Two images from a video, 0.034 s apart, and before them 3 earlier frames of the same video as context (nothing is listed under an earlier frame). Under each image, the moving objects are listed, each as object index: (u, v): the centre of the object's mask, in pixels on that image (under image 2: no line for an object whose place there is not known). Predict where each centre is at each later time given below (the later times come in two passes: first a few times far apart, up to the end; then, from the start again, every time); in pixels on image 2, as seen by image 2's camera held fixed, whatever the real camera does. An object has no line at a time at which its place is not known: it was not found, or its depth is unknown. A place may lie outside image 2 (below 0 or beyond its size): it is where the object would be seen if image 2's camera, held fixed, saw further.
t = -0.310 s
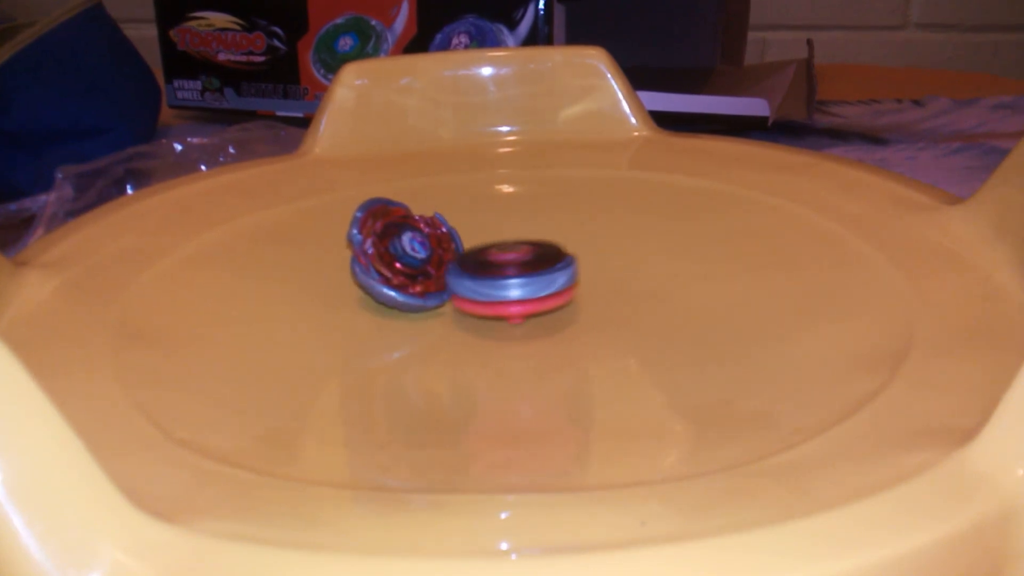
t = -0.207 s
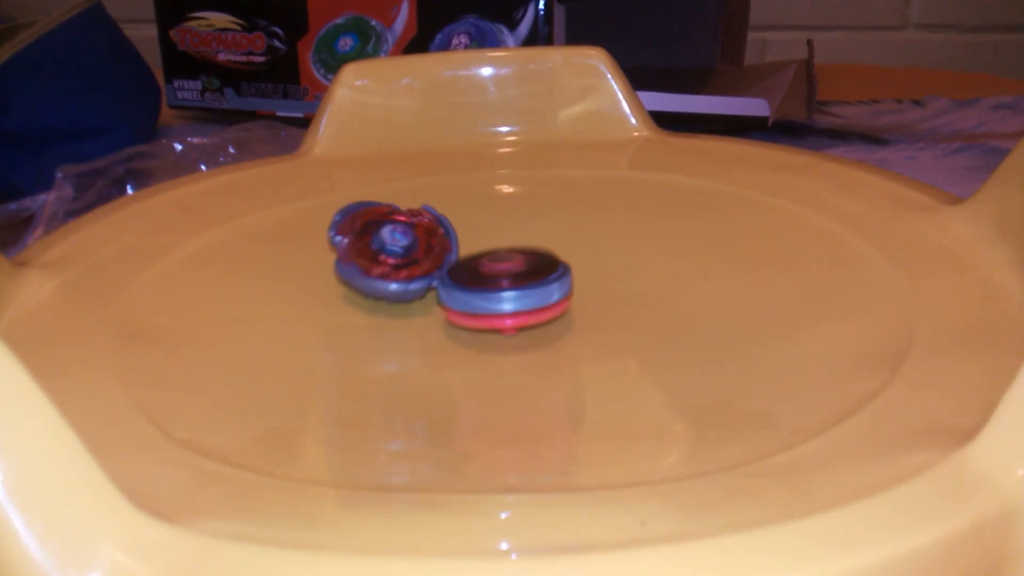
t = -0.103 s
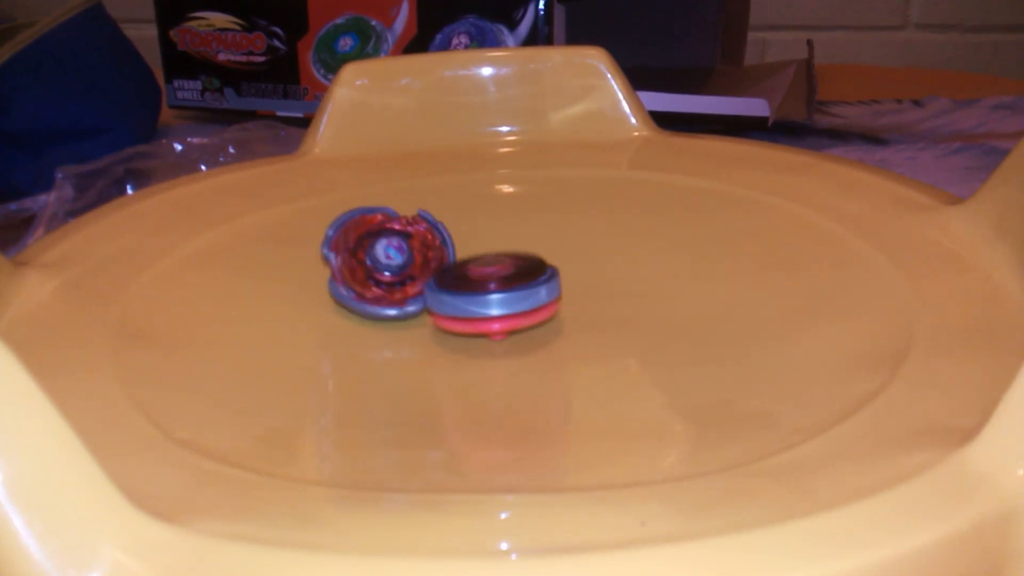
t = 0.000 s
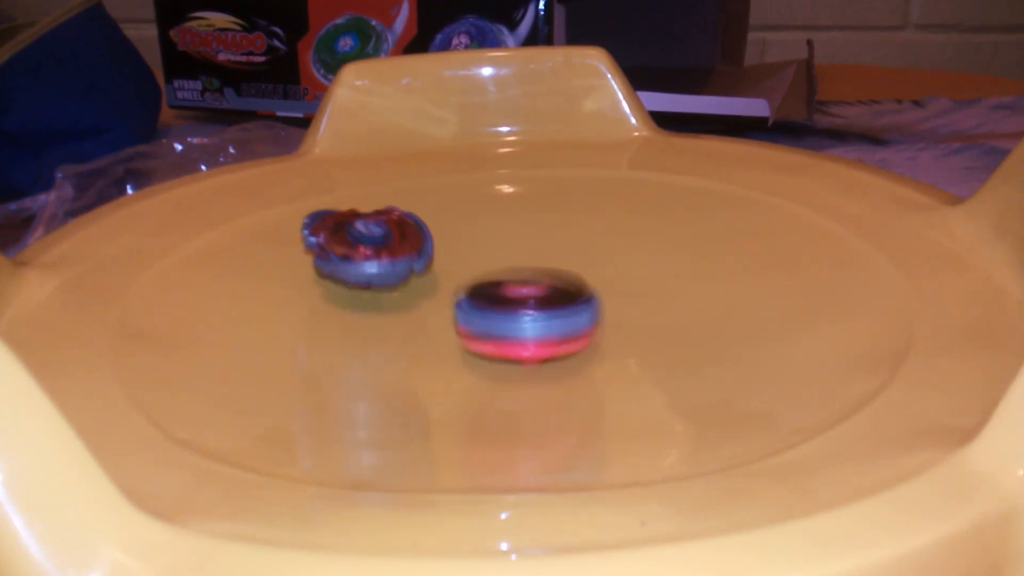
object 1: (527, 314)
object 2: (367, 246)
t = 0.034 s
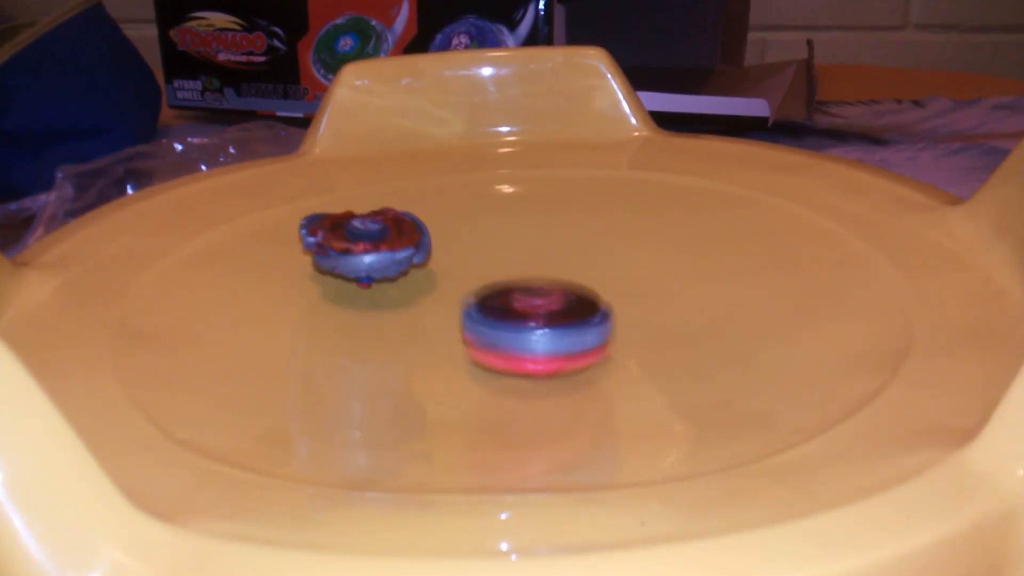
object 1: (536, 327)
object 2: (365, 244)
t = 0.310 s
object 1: (534, 346)
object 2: (394, 276)
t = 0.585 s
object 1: (531, 334)
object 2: (398, 280)
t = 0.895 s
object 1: (540, 311)
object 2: (399, 280)
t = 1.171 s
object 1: (547, 306)
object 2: (398, 281)
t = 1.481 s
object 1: (532, 307)
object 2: (398, 281)
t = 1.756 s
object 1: (526, 319)
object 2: (395, 264)
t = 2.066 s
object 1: (523, 325)
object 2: (385, 279)
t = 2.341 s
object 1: (517, 340)
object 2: (420, 280)
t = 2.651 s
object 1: (513, 349)
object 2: (419, 264)
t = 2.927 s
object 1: (524, 347)
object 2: (440, 262)
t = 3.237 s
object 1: (556, 329)
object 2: (415, 284)
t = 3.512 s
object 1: (552, 324)
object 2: (428, 284)
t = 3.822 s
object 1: (544, 310)
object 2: (439, 277)
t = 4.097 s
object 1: (563, 323)
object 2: (443, 284)
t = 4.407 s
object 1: (454, 340)
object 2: (454, 266)
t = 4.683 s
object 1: (416, 331)
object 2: (472, 267)
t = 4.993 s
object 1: (437, 344)
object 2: (463, 260)
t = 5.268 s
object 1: (469, 349)
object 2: (459, 259)
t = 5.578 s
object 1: (513, 339)
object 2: (457, 267)
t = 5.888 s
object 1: (514, 323)
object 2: (449, 261)
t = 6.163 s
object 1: (532, 322)
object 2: (455, 267)
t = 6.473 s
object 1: (487, 330)
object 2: (467, 261)
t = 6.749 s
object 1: (474, 329)
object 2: (467, 249)
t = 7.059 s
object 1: (477, 327)
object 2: (469, 259)
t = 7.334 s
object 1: (480, 332)
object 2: (475, 258)
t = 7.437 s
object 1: (480, 332)
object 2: (475, 258)
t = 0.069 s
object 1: (543, 337)
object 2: (365, 243)
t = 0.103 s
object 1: (545, 343)
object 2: (366, 244)
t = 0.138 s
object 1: (543, 347)
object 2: (369, 247)
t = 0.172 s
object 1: (539, 349)
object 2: (375, 253)
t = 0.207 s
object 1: (536, 350)
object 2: (383, 260)
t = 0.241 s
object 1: (535, 348)
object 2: (389, 266)
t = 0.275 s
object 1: (534, 347)
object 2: (393, 271)
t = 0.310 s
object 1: (534, 346)
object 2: (394, 276)
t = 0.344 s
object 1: (534, 345)
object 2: (397, 279)
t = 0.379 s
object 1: (534, 345)
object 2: (398, 280)
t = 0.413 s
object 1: (533, 343)
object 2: (398, 280)
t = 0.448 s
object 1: (533, 342)
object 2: (398, 280)
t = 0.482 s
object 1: (533, 340)
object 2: (398, 280)
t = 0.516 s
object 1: (532, 339)
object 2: (398, 280)
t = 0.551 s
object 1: (531, 337)
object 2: (398, 280)
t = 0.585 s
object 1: (531, 334)
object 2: (398, 280)
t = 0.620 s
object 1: (530, 332)
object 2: (398, 280)
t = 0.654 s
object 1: (531, 330)
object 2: (398, 280)
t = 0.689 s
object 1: (532, 324)
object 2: (398, 280)
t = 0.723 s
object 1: (532, 321)
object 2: (398, 280)
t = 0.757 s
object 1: (534, 319)
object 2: (399, 280)
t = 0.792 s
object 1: (535, 317)
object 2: (399, 280)
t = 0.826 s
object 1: (536, 315)
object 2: (399, 280)
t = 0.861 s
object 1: (538, 313)
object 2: (399, 280)
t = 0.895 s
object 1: (540, 311)
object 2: (399, 280)
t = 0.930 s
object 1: (541, 310)
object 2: (399, 280)
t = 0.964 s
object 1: (543, 309)
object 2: (399, 280)
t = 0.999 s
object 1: (544, 308)
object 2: (399, 280)
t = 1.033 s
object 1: (545, 307)
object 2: (399, 280)
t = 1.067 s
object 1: (545, 307)
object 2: (399, 281)
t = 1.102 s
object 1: (547, 306)
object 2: (398, 281)
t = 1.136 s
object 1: (547, 306)
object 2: (398, 281)
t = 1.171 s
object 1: (547, 306)
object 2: (398, 281)
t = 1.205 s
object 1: (547, 305)
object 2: (398, 281)
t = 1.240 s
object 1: (546, 306)
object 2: (398, 281)
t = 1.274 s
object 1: (545, 306)
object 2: (398, 281)
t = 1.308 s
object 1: (543, 306)
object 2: (398, 281)
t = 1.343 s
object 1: (541, 306)
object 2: (398, 281)
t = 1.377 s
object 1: (539, 306)
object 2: (398, 281)
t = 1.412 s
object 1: (537, 307)
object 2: (398, 281)
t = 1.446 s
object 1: (534, 307)
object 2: (398, 281)
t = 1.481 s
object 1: (532, 307)
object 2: (398, 281)
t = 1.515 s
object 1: (528, 306)
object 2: (397, 281)
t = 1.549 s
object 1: (524, 307)
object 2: (397, 281)
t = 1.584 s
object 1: (520, 306)
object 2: (395, 279)
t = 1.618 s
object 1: (527, 310)
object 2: (387, 273)
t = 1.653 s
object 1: (532, 314)
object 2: (388, 269)
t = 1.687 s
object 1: (532, 318)
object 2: (392, 264)
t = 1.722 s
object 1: (529, 319)
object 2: (394, 262)
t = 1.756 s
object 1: (526, 319)
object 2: (395, 264)
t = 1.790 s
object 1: (524, 319)
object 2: (397, 265)
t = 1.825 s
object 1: (523, 318)
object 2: (400, 267)
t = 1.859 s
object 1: (521, 317)
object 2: (408, 269)
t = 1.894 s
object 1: (520, 317)
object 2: (410, 270)
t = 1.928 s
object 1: (519, 316)
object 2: (408, 274)
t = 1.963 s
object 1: (518, 316)
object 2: (404, 280)
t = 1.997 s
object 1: (517, 316)
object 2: (398, 285)
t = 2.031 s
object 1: (518, 319)
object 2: (391, 285)
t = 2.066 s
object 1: (523, 325)
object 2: (385, 279)
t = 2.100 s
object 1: (525, 334)
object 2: (382, 275)
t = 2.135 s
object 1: (523, 338)
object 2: (381, 272)
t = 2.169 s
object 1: (521, 340)
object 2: (378, 276)
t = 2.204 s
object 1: (521, 339)
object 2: (382, 279)
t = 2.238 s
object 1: (521, 339)
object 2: (391, 281)
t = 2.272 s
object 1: (520, 340)
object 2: (401, 283)
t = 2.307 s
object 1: (518, 340)
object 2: (411, 281)
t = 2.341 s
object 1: (517, 340)
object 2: (420, 280)
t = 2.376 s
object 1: (517, 340)
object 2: (427, 277)
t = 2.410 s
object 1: (514, 339)
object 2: (428, 275)
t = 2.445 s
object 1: (510, 339)
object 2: (426, 274)
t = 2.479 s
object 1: (506, 337)
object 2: (423, 275)
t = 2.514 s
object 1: (504, 336)
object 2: (420, 277)
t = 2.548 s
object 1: (501, 333)
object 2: (417, 277)
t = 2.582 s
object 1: (501, 336)
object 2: (417, 272)
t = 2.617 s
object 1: (511, 342)
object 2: (418, 266)
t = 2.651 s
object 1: (513, 349)
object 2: (419, 264)
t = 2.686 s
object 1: (518, 352)
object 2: (428, 261)
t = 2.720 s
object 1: (518, 355)
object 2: (432, 259)
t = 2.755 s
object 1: (514, 356)
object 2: (434, 258)
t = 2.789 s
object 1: (513, 353)
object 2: (435, 259)
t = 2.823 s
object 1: (515, 351)
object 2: (436, 261)
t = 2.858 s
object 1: (518, 350)
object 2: (437, 261)
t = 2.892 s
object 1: (522, 349)
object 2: (439, 262)
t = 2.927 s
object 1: (524, 347)
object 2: (440, 262)
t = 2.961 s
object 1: (527, 346)
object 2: (440, 263)
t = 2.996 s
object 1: (532, 343)
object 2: (443, 265)
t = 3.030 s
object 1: (540, 339)
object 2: (439, 274)
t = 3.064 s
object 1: (544, 335)
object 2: (434, 278)
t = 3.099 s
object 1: (548, 334)
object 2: (428, 281)
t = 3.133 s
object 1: (551, 333)
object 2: (423, 283)
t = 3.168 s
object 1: (553, 331)
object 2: (417, 284)
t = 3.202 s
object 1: (555, 329)
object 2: (414, 284)
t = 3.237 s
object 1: (556, 329)
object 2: (415, 284)
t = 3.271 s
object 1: (557, 329)
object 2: (419, 285)
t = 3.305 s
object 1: (555, 328)
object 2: (423, 285)
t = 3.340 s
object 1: (553, 328)
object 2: (425, 285)
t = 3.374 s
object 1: (554, 326)
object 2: (426, 285)
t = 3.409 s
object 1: (555, 326)
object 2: (427, 285)
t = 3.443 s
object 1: (555, 325)
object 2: (427, 284)
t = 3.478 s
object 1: (555, 325)
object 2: (428, 284)
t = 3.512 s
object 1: (552, 324)
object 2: (428, 284)
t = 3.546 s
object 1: (550, 323)
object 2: (428, 284)
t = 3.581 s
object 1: (550, 322)
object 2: (429, 283)
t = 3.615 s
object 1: (548, 320)
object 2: (432, 283)
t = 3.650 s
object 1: (545, 319)
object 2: (434, 281)
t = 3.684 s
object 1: (544, 316)
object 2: (435, 280)
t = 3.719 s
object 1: (543, 314)
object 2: (437, 279)
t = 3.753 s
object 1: (543, 313)
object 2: (440, 278)
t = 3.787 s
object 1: (542, 310)
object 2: (440, 276)
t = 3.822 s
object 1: (544, 310)
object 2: (439, 277)
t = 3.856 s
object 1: (546, 311)
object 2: (440, 280)
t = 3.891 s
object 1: (550, 310)
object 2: (441, 279)
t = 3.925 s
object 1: (554, 314)
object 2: (445, 279)
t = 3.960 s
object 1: (559, 315)
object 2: (448, 280)
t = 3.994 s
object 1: (564, 316)
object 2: (448, 282)
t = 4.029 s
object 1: (567, 318)
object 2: (446, 284)
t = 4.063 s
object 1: (568, 319)
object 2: (444, 284)
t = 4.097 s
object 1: (563, 323)
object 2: (443, 284)
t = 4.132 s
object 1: (559, 324)
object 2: (442, 284)
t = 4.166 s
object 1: (554, 327)
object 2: (441, 283)
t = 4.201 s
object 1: (535, 332)
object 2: (439, 280)
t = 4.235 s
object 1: (523, 333)
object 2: (438, 276)
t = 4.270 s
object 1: (509, 333)
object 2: (441, 271)
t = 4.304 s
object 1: (495, 333)
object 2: (444, 268)
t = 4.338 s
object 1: (481, 333)
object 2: (447, 265)
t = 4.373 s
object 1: (468, 338)
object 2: (450, 266)
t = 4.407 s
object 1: (454, 340)
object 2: (454, 266)
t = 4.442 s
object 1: (445, 340)
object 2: (461, 270)
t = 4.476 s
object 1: (435, 339)
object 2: (463, 272)
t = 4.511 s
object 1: (430, 337)
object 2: (464, 270)
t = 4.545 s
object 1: (420, 336)
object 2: (467, 272)
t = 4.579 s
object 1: (417, 336)
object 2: (469, 272)
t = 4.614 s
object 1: (414, 335)
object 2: (470, 271)
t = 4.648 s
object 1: (416, 333)
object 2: (472, 269)
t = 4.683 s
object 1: (416, 331)
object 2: (472, 267)
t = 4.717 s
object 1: (417, 334)
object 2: (471, 264)
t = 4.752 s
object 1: (418, 336)
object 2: (471, 263)
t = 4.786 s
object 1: (422, 338)
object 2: (469, 261)
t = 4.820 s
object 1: (425, 339)
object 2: (465, 262)
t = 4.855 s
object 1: (432, 336)
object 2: (466, 261)
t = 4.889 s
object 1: (436, 338)
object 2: (464, 261)
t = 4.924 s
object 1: (440, 339)
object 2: (464, 259)
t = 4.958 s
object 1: (439, 344)
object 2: (464, 260)
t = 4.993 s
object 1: (437, 344)
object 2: (463, 260)
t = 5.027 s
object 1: (439, 345)
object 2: (461, 263)
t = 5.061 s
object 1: (442, 345)
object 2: (462, 265)
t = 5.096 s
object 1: (449, 345)
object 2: (462, 265)
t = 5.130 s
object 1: (451, 345)
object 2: (464, 265)
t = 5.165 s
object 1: (457, 345)
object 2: (463, 263)
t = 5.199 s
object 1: (460, 348)
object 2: (464, 262)
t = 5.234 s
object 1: (466, 348)
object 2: (462, 259)
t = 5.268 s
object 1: (469, 349)
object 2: (459, 259)
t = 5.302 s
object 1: (474, 345)
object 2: (458, 260)
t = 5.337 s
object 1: (487, 341)
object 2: (459, 260)
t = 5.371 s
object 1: (496, 342)
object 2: (457, 260)
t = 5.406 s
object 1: (500, 344)
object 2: (456, 260)
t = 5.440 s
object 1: (506, 343)
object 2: (454, 263)
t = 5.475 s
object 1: (508, 343)
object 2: (456, 265)
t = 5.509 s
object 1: (511, 340)
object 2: (455, 266)
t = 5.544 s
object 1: (513, 340)
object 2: (457, 267)
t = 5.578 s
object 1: (513, 339)
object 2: (457, 267)
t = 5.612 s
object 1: (515, 337)
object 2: (457, 267)
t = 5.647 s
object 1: (514, 337)
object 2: (458, 266)
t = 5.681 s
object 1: (515, 335)
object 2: (457, 265)
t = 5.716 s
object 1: (511, 334)
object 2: (456, 263)
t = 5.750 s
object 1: (511, 332)
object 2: (455, 262)
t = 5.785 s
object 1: (511, 331)
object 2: (454, 262)
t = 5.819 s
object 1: (513, 328)
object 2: (451, 261)
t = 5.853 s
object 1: (515, 327)
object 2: (450, 261)
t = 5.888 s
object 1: (514, 323)
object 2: (449, 261)
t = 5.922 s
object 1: (518, 321)
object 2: (450, 262)
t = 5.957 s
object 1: (519, 320)
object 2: (449, 263)
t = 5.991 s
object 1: (525, 321)
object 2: (448, 264)
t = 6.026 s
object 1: (526, 322)
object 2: (449, 265)
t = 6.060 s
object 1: (528, 321)
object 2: (451, 267)
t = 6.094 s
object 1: (528, 322)
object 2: (453, 267)
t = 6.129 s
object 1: (528, 321)
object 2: (453, 268)
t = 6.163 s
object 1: (532, 322)
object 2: (455, 267)
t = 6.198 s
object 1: (530, 323)
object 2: (456, 267)
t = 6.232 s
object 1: (530, 323)
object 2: (457, 268)
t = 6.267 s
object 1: (525, 324)
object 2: (457, 265)
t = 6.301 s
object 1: (520, 325)
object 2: (456, 262)
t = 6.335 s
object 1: (514, 325)
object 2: (455, 260)
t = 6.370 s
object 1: (506, 325)
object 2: (454, 260)
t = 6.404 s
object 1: (500, 325)
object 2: (455, 260)
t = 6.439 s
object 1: (494, 329)
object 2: (460, 259)
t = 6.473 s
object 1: (487, 330)
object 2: (467, 261)
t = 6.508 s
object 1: (479, 329)
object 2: (471, 260)
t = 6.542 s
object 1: (471, 331)
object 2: (474, 263)
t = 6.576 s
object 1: (468, 331)
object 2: (475, 264)
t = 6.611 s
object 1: (467, 329)
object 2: (476, 260)
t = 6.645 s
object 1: (468, 329)
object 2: (474, 256)
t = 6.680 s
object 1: (468, 329)
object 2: (474, 254)
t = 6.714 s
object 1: (469, 329)
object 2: (474, 252)
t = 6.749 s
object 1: (474, 329)
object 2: (467, 249)
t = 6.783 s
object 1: (475, 330)
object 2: (465, 249)
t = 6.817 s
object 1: (474, 331)
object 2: (463, 250)
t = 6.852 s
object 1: (471, 331)
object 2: (464, 251)
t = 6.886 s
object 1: (472, 329)
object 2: (463, 253)
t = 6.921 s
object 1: (475, 328)
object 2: (463, 256)
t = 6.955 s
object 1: (476, 329)
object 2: (465, 261)
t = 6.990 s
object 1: (475, 328)
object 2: (467, 260)
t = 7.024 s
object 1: (476, 327)
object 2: (469, 260)
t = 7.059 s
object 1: (477, 327)
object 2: (469, 259)
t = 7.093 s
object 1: (476, 326)
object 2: (470, 258)
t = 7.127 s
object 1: (474, 328)
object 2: (472, 259)
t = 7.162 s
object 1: (474, 330)
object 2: (475, 263)
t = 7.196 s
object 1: (476, 332)
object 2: (475, 263)
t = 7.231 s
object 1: (480, 333)
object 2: (475, 259)
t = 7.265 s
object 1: (480, 332)
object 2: (475, 259)
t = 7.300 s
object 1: (481, 332)
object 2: (475, 258)
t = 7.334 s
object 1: (480, 332)
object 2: (475, 258)
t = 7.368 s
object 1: (481, 332)
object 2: (475, 258)
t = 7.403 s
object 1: (481, 332)
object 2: (475, 258)
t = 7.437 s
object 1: (480, 332)
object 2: (475, 258)
